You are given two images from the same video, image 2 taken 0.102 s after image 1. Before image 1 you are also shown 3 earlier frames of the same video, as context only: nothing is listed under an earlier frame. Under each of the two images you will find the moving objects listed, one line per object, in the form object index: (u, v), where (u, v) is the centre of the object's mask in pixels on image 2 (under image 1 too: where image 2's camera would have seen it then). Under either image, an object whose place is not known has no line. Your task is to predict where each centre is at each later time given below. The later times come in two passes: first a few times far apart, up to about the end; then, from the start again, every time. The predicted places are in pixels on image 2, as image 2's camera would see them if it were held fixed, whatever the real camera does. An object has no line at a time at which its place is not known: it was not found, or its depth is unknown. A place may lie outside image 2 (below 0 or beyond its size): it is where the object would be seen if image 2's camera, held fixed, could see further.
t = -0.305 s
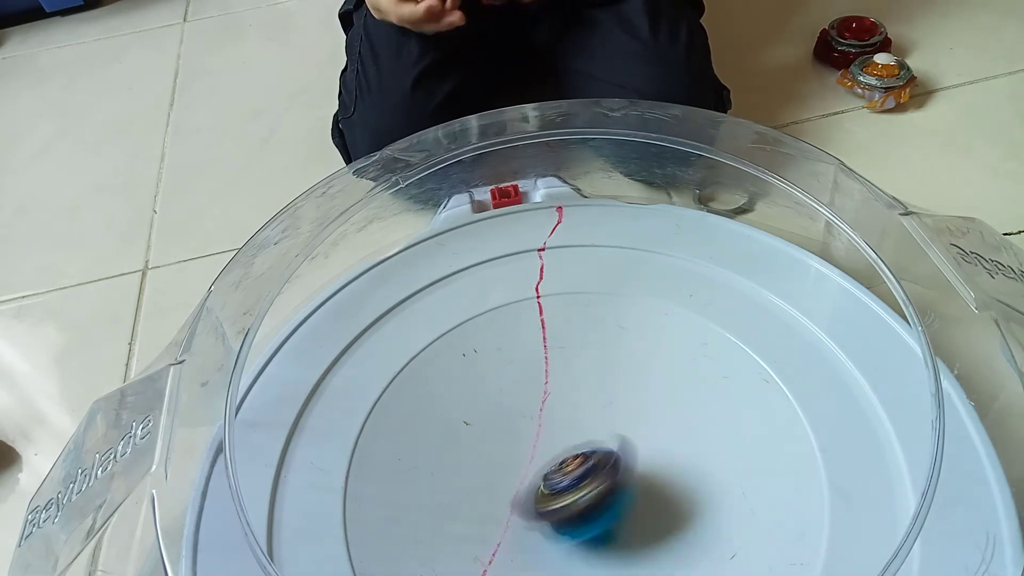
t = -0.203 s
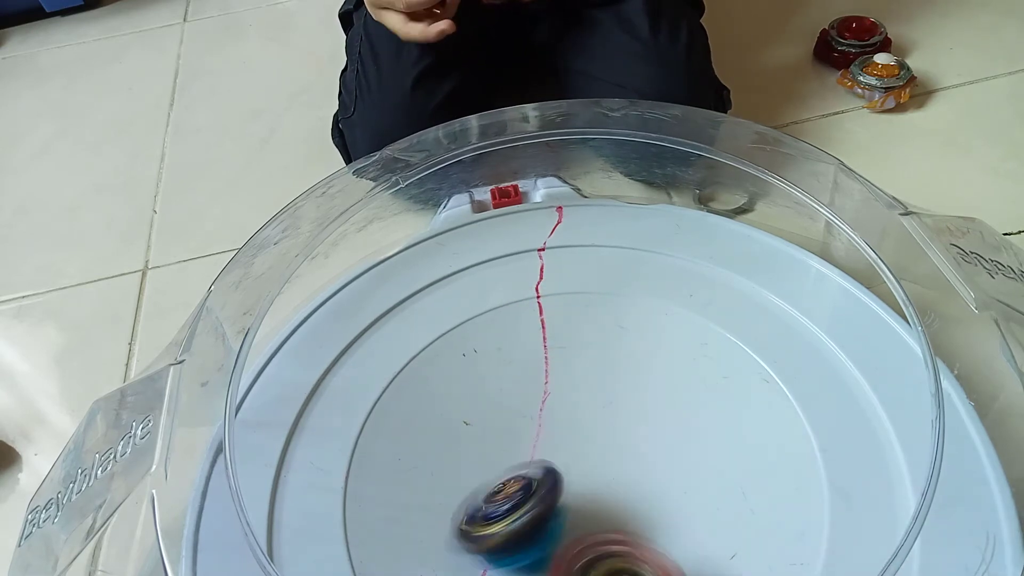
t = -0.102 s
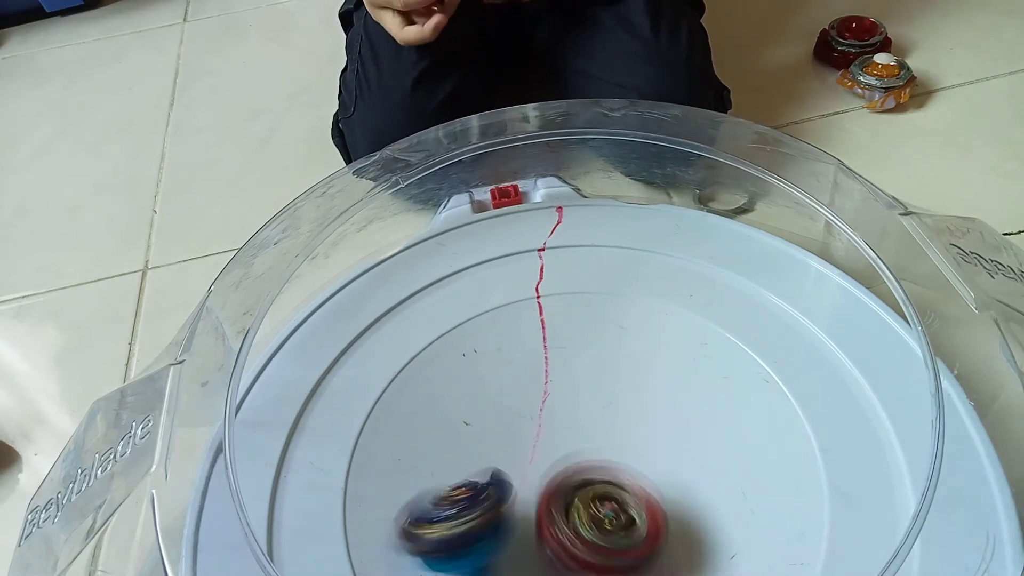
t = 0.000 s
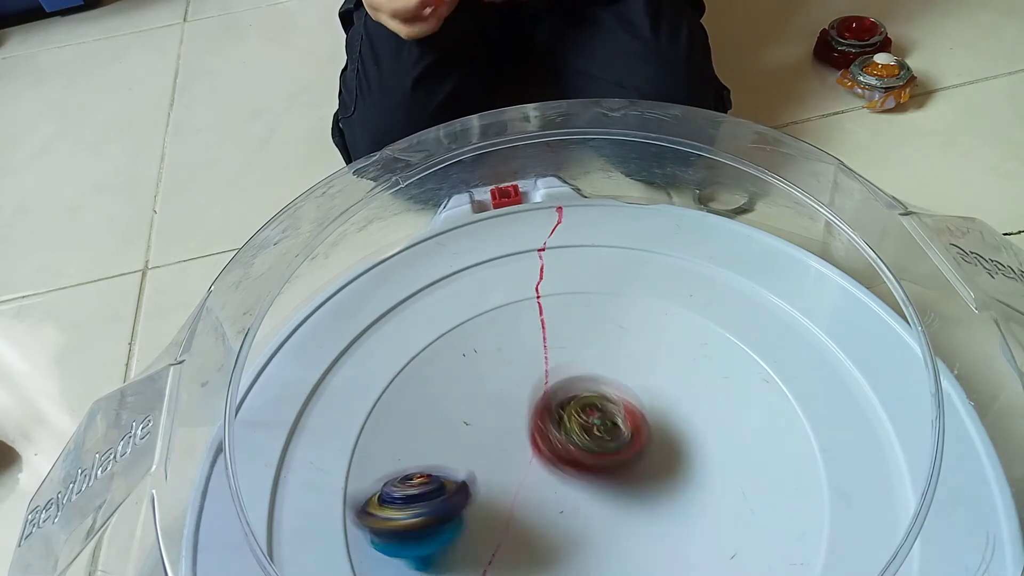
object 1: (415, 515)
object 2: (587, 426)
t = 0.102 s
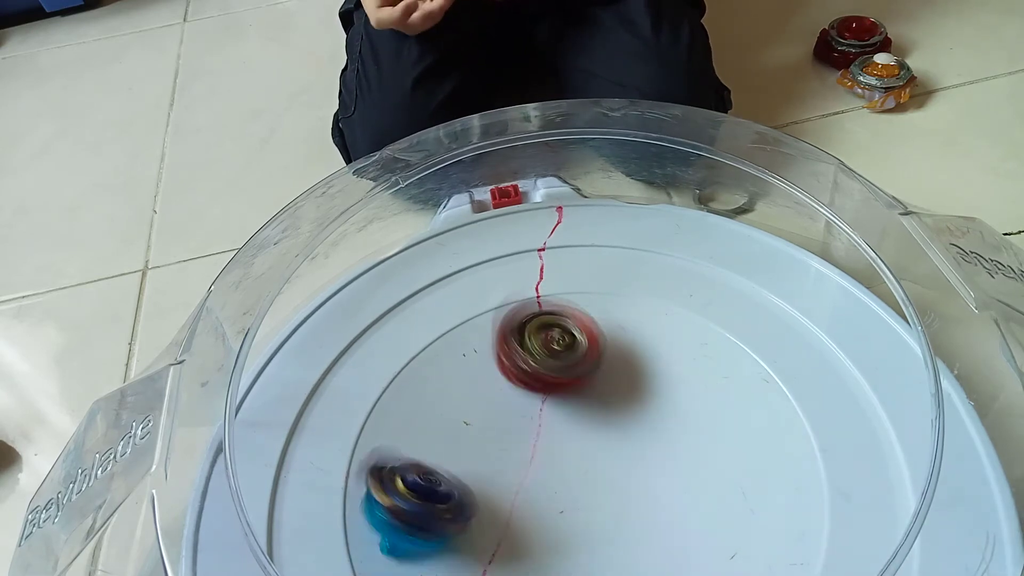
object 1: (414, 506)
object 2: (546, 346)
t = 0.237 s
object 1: (472, 489)
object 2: (492, 300)
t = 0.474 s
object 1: (654, 426)
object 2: (495, 326)
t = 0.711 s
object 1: (725, 413)
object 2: (563, 424)
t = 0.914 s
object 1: (695, 448)
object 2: (623, 520)
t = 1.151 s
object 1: (624, 461)
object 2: (624, 540)
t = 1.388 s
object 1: (557, 436)
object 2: (563, 528)
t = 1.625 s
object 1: (565, 418)
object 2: (488, 491)
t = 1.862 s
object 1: (600, 458)
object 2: (453, 408)
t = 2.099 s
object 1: (592, 488)
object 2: (549, 377)
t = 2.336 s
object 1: (598, 487)
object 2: (663, 375)
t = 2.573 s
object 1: (554, 452)
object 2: (704, 481)
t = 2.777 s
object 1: (540, 481)
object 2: (657, 537)
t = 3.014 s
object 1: (587, 464)
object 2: (548, 553)
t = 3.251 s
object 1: (603, 441)
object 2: (537, 531)
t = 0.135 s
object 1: (421, 502)
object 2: (531, 327)
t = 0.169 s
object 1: (435, 498)
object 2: (514, 313)
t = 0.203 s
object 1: (452, 494)
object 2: (501, 305)
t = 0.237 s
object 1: (472, 489)
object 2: (492, 300)
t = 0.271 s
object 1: (493, 479)
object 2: (487, 299)
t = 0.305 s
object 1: (519, 477)
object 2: (484, 297)
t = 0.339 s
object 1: (542, 468)
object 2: (483, 299)
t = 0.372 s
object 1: (572, 457)
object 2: (483, 303)
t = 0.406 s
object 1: (603, 446)
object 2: (485, 310)
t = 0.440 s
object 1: (632, 437)
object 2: (490, 317)
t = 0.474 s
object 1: (654, 426)
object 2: (495, 326)
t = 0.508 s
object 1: (678, 420)
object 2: (503, 336)
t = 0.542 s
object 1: (695, 413)
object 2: (512, 347)
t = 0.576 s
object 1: (712, 410)
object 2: (521, 360)
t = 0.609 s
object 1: (722, 408)
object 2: (532, 374)
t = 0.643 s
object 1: (726, 408)
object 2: (542, 389)
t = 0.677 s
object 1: (727, 410)
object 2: (552, 406)
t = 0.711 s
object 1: (725, 413)
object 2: (563, 424)
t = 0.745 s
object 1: (722, 417)
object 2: (574, 441)
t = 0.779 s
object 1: (717, 422)
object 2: (587, 460)
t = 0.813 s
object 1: (710, 425)
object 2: (602, 477)
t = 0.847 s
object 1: (704, 429)
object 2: (615, 496)
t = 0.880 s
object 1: (699, 438)
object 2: (619, 511)
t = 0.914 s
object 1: (695, 448)
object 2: (623, 520)
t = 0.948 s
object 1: (691, 455)
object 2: (627, 526)
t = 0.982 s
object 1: (688, 458)
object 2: (630, 531)
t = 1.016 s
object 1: (681, 457)
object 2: (630, 533)
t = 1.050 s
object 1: (673, 457)
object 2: (629, 535)
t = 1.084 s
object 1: (660, 459)
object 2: (628, 536)
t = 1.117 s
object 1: (643, 460)
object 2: (627, 536)
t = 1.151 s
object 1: (624, 461)
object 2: (624, 540)
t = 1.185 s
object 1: (606, 461)
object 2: (621, 539)
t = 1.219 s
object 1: (593, 457)
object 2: (616, 540)
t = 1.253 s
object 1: (583, 453)
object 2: (607, 539)
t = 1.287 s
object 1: (572, 447)
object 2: (598, 536)
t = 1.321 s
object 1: (564, 440)
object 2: (588, 535)
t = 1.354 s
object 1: (559, 438)
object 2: (576, 532)
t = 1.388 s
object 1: (557, 436)
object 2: (563, 528)
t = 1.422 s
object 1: (558, 430)
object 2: (547, 522)
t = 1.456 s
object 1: (559, 421)
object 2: (533, 522)
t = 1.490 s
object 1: (562, 417)
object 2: (517, 520)
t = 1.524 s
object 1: (565, 414)
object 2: (505, 515)
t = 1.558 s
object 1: (566, 414)
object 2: (496, 507)
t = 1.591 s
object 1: (565, 415)
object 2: (491, 499)
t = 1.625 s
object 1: (565, 418)
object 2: (488, 491)
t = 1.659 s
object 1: (574, 417)
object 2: (474, 480)
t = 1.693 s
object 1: (586, 424)
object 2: (460, 467)
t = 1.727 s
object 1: (595, 428)
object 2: (453, 456)
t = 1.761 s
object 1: (602, 436)
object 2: (446, 441)
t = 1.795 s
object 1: (604, 442)
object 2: (445, 429)
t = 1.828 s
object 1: (602, 452)
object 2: (448, 419)
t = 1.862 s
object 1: (600, 458)
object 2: (453, 408)
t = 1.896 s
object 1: (601, 465)
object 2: (462, 403)
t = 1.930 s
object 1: (603, 469)
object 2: (473, 395)
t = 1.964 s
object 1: (602, 470)
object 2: (487, 390)
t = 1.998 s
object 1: (598, 471)
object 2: (500, 385)
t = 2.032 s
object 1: (594, 474)
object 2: (516, 380)
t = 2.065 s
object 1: (590, 474)
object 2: (533, 382)
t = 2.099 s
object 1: (592, 488)
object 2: (549, 377)
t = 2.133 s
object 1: (593, 498)
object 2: (568, 368)
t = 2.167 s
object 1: (594, 503)
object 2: (587, 365)
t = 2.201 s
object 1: (594, 502)
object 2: (605, 364)
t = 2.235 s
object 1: (594, 499)
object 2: (621, 361)
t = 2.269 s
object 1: (596, 495)
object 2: (635, 366)
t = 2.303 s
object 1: (597, 491)
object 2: (649, 371)
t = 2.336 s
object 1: (598, 487)
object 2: (663, 375)
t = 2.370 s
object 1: (599, 483)
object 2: (670, 386)
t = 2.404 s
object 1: (600, 478)
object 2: (680, 397)
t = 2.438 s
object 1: (598, 473)
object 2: (684, 411)
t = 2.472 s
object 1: (594, 469)
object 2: (685, 427)
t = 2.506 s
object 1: (581, 464)
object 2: (696, 444)
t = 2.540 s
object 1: (566, 457)
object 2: (702, 464)
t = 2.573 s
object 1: (554, 452)
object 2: (704, 481)
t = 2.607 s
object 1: (544, 452)
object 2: (705, 495)
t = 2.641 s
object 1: (536, 456)
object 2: (702, 509)
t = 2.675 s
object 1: (533, 461)
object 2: (698, 520)
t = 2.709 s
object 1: (534, 468)
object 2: (688, 528)
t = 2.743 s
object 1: (535, 475)
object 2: (673, 534)
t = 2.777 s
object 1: (540, 481)
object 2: (657, 537)
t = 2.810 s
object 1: (546, 485)
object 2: (637, 541)
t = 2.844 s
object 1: (551, 480)
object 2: (621, 546)
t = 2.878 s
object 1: (557, 475)
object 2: (606, 551)
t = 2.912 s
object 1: (563, 470)
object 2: (591, 552)
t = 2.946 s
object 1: (572, 468)
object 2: (574, 554)
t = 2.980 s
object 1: (579, 464)
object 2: (559, 553)
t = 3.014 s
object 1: (587, 464)
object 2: (548, 553)
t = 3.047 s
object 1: (593, 460)
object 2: (539, 549)
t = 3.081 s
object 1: (597, 457)
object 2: (535, 548)
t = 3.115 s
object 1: (599, 452)
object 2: (533, 545)
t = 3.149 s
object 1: (600, 450)
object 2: (532, 542)
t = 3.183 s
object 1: (602, 446)
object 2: (533, 538)
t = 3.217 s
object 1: (603, 443)
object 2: (535, 535)
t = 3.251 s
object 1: (603, 441)
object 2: (537, 531)
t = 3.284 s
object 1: (603, 440)
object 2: (539, 528)
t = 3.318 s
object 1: (603, 439)
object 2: (541, 526)
